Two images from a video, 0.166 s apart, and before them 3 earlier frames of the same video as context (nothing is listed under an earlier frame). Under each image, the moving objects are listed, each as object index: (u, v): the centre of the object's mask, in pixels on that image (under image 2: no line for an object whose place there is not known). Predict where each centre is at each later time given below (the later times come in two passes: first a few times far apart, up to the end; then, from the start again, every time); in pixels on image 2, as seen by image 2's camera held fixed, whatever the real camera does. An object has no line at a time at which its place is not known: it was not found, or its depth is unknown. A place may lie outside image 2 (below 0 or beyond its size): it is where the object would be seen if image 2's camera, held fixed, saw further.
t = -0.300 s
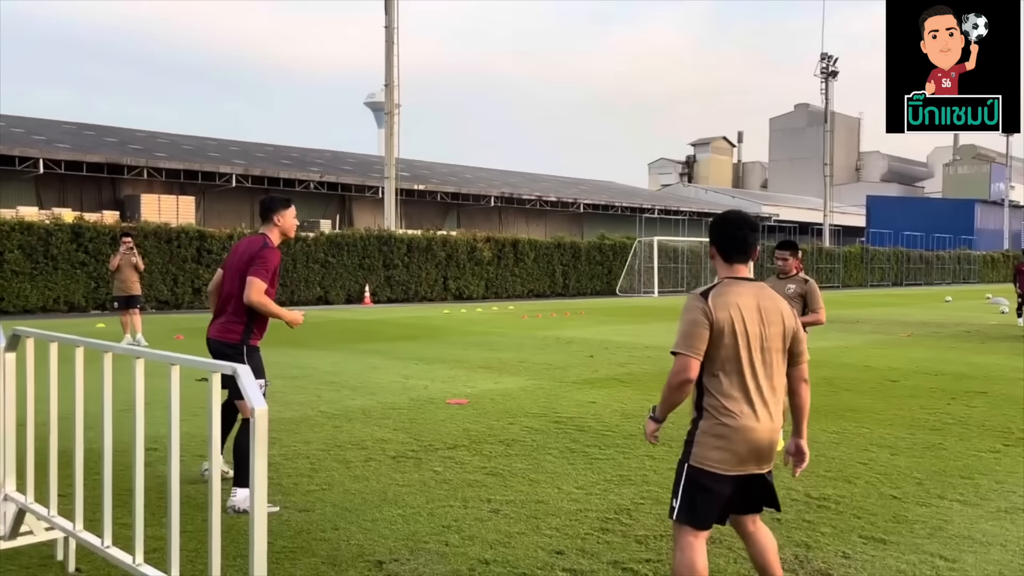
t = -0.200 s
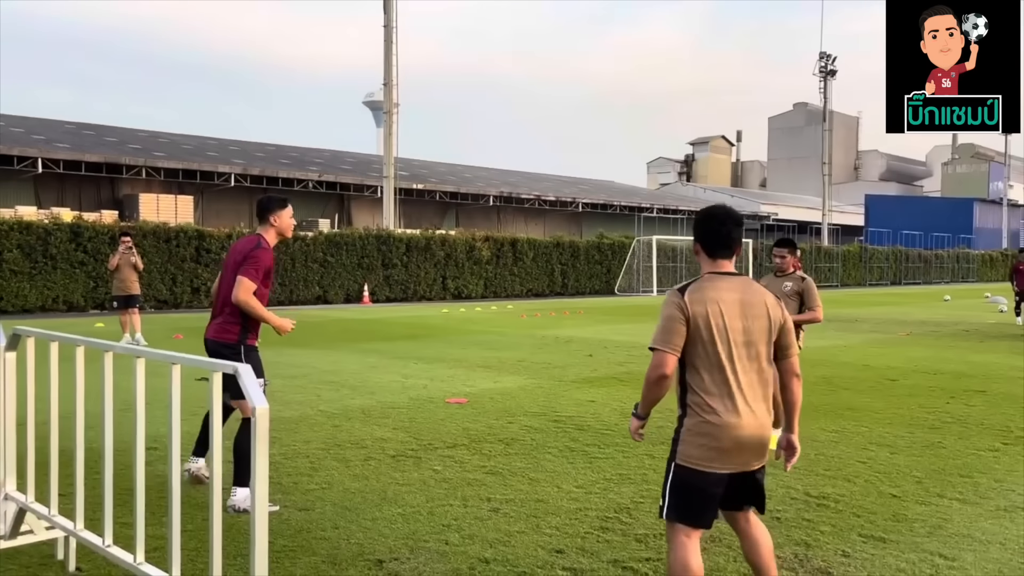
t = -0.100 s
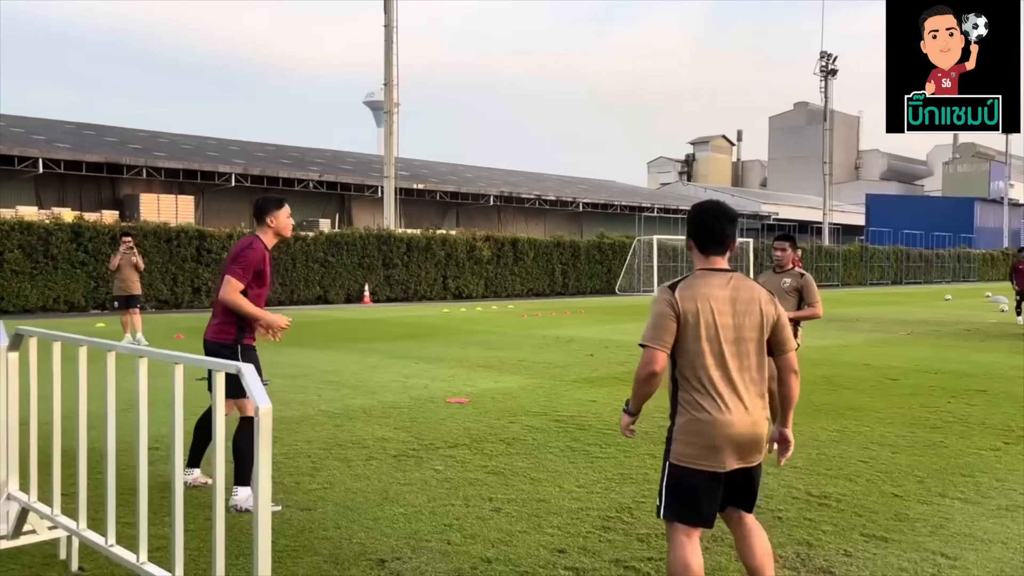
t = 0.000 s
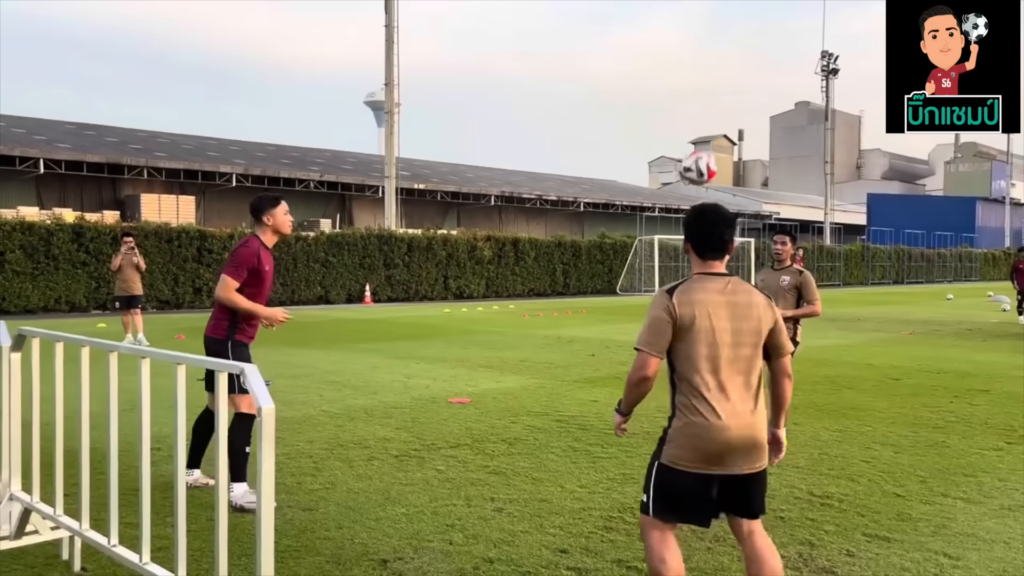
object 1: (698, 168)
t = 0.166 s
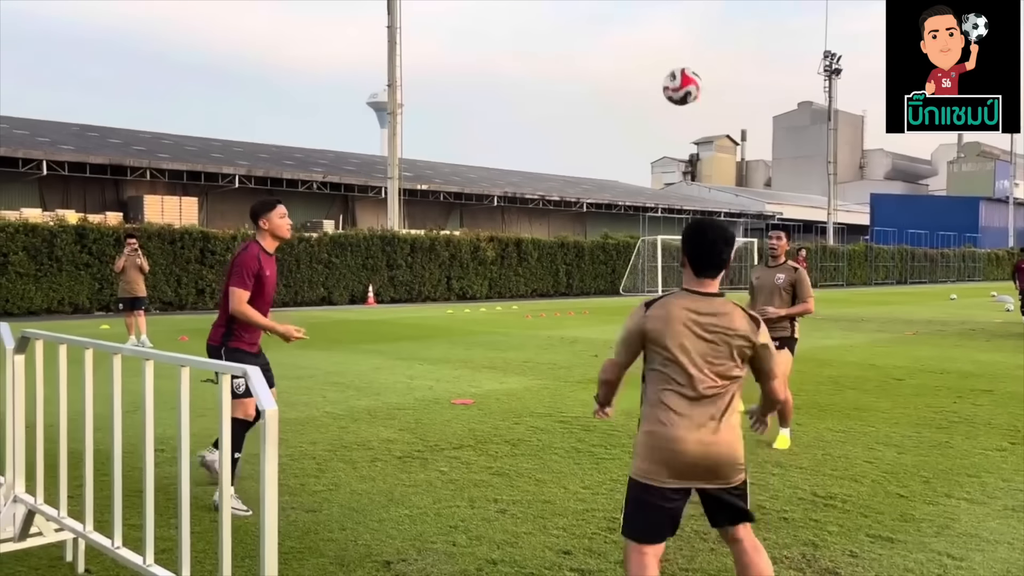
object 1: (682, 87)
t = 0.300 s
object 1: (663, 47)
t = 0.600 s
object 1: (606, 80)
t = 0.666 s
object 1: (590, 117)
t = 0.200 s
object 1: (677, 74)
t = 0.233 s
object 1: (673, 63)
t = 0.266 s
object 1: (668, 54)
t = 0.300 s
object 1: (663, 47)
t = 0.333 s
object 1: (657, 42)
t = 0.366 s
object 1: (652, 38)
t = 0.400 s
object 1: (646, 37)
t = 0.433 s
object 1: (640, 38)
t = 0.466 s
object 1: (633, 42)
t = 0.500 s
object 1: (627, 47)
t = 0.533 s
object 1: (620, 56)
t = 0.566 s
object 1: (613, 67)
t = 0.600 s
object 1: (606, 80)
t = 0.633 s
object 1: (598, 96)
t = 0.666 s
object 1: (590, 117)
